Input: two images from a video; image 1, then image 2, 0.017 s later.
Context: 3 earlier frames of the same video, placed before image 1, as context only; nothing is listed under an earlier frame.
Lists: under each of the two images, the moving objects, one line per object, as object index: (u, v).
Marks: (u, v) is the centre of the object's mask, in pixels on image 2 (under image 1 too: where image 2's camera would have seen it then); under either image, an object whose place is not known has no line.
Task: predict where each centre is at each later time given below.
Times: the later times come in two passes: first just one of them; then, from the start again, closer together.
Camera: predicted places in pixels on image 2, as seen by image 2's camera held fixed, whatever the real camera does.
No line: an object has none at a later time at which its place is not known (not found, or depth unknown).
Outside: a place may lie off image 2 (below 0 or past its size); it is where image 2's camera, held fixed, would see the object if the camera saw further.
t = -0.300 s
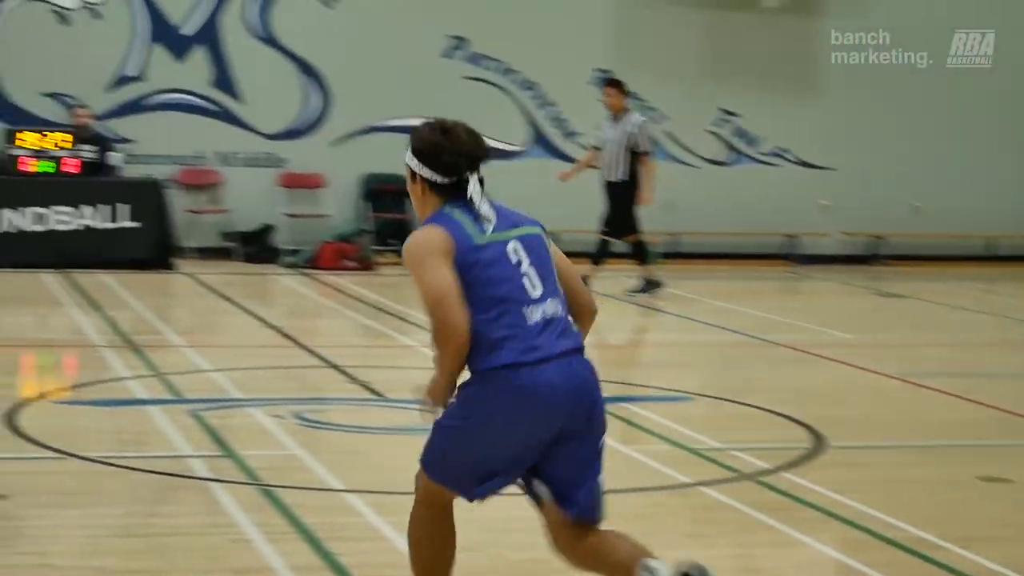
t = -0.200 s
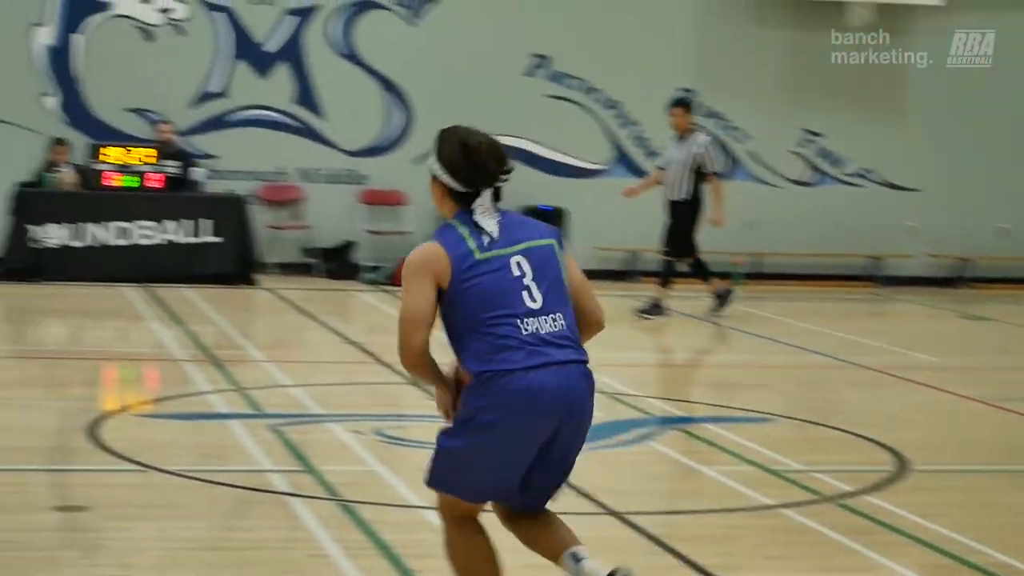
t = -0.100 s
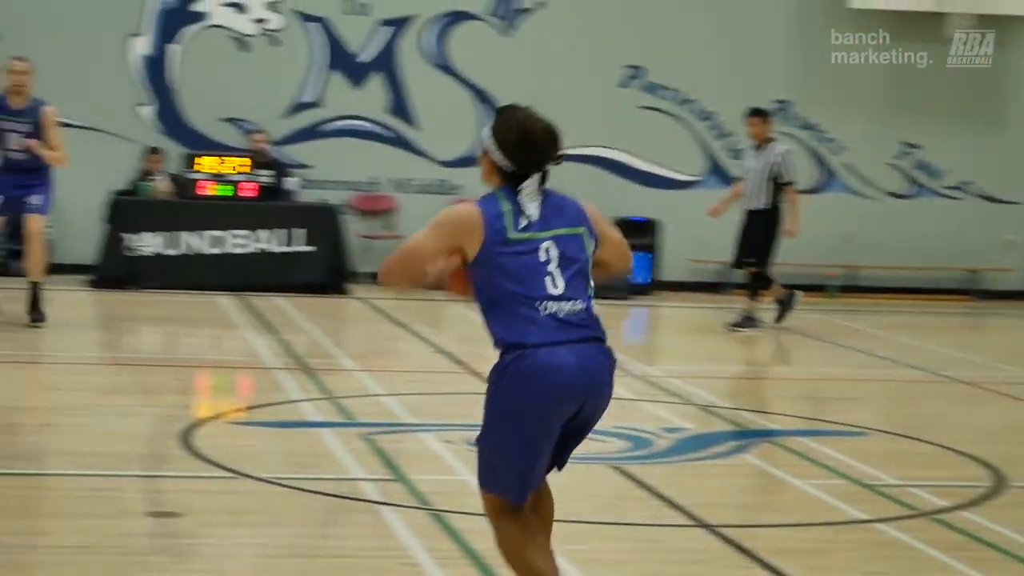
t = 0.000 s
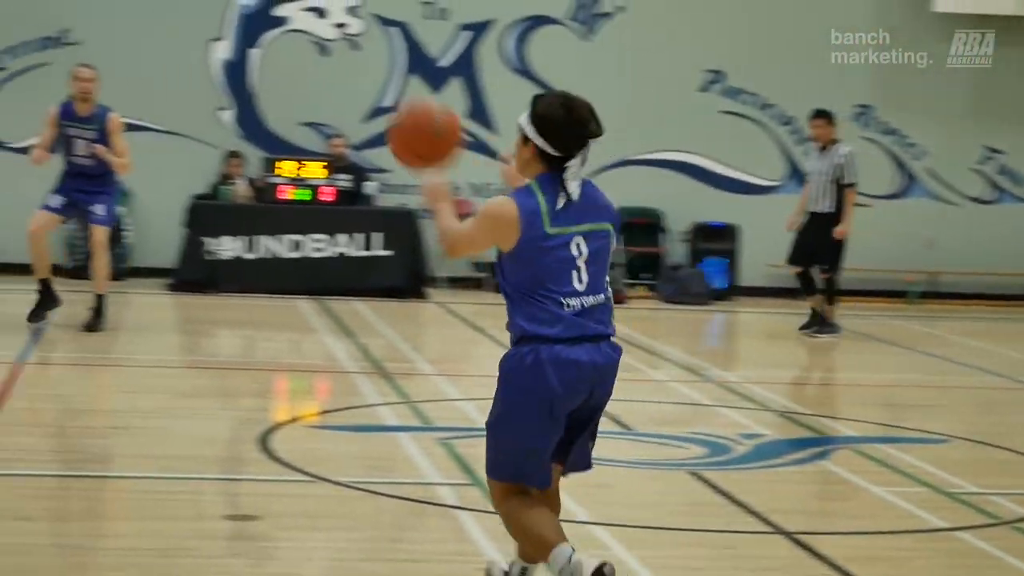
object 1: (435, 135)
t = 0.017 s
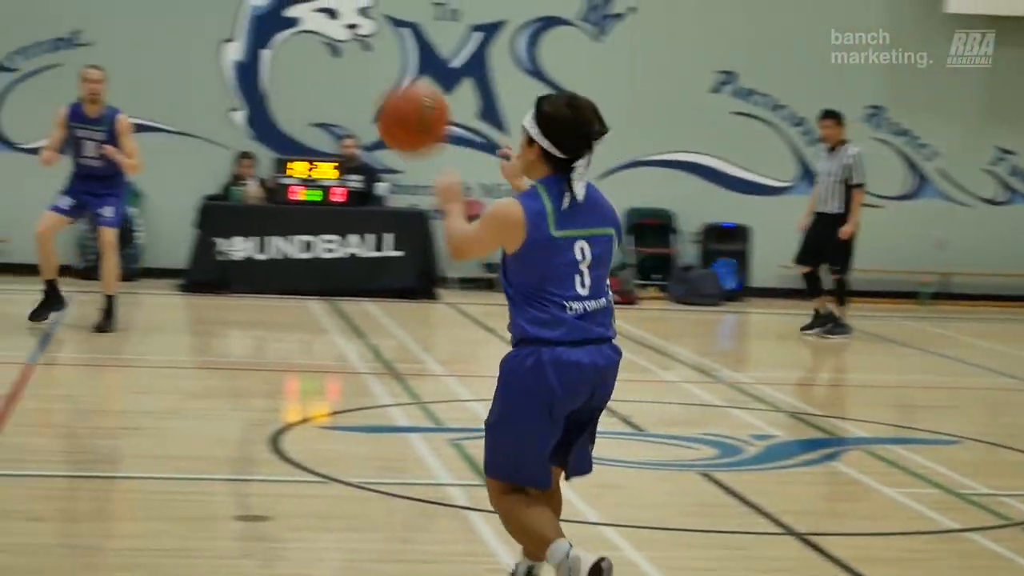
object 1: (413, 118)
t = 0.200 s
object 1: (207, 3)
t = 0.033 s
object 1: (390, 103)
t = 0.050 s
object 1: (369, 88)
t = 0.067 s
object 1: (348, 75)
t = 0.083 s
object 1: (329, 62)
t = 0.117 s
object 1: (290, 41)
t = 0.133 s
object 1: (273, 31)
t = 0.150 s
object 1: (256, 23)
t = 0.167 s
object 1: (240, 16)
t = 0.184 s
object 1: (223, 9)
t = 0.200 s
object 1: (207, 3)
